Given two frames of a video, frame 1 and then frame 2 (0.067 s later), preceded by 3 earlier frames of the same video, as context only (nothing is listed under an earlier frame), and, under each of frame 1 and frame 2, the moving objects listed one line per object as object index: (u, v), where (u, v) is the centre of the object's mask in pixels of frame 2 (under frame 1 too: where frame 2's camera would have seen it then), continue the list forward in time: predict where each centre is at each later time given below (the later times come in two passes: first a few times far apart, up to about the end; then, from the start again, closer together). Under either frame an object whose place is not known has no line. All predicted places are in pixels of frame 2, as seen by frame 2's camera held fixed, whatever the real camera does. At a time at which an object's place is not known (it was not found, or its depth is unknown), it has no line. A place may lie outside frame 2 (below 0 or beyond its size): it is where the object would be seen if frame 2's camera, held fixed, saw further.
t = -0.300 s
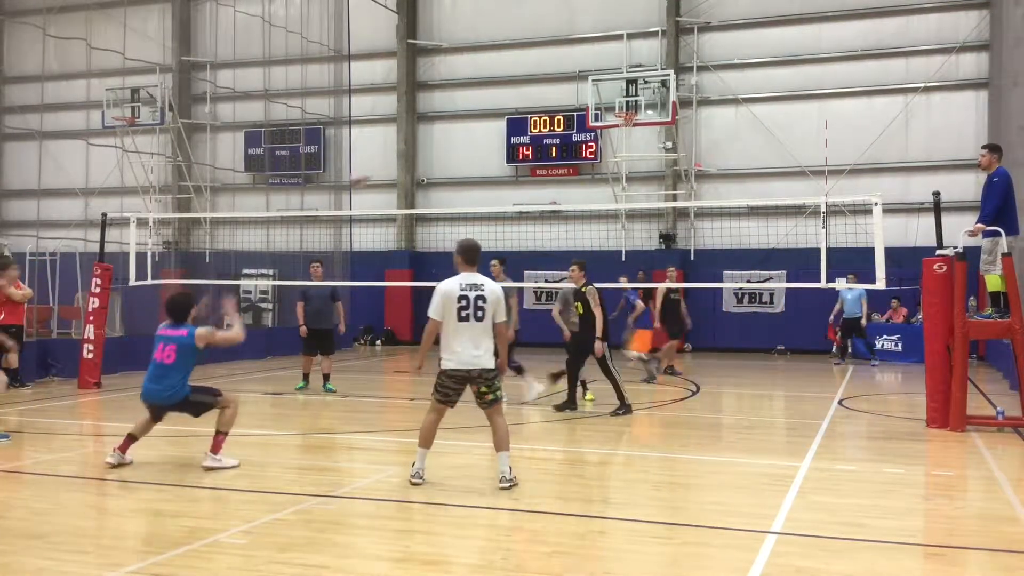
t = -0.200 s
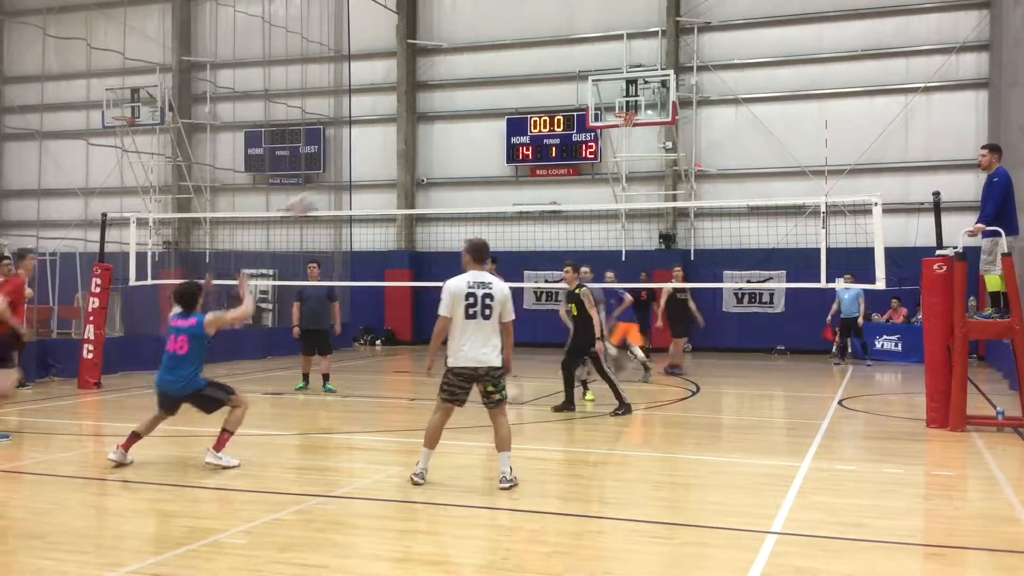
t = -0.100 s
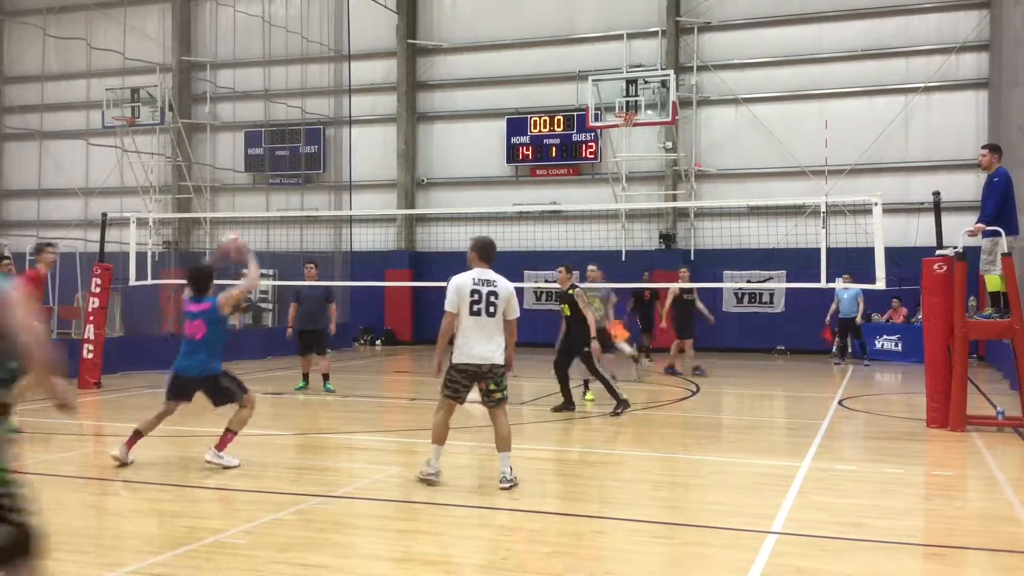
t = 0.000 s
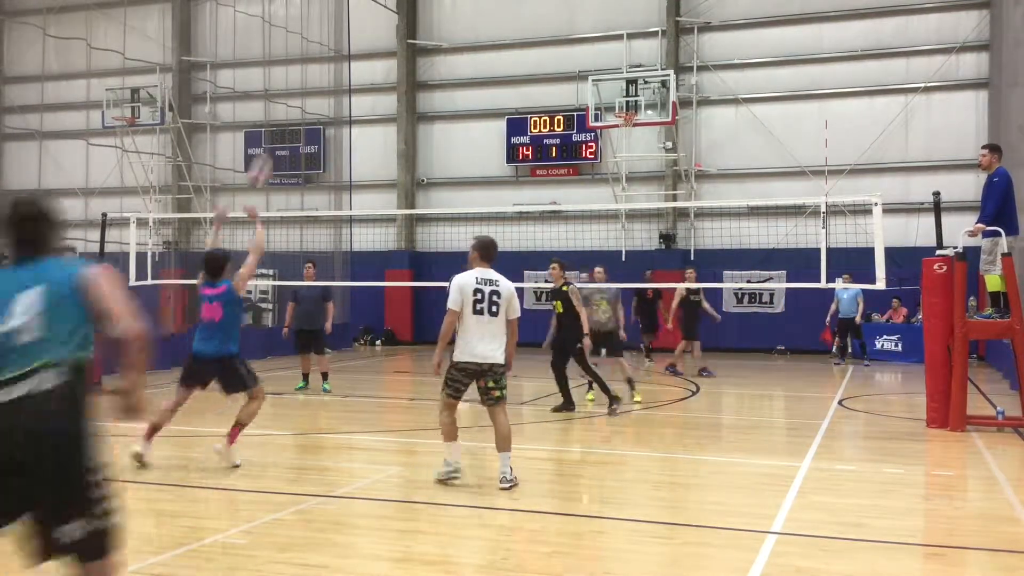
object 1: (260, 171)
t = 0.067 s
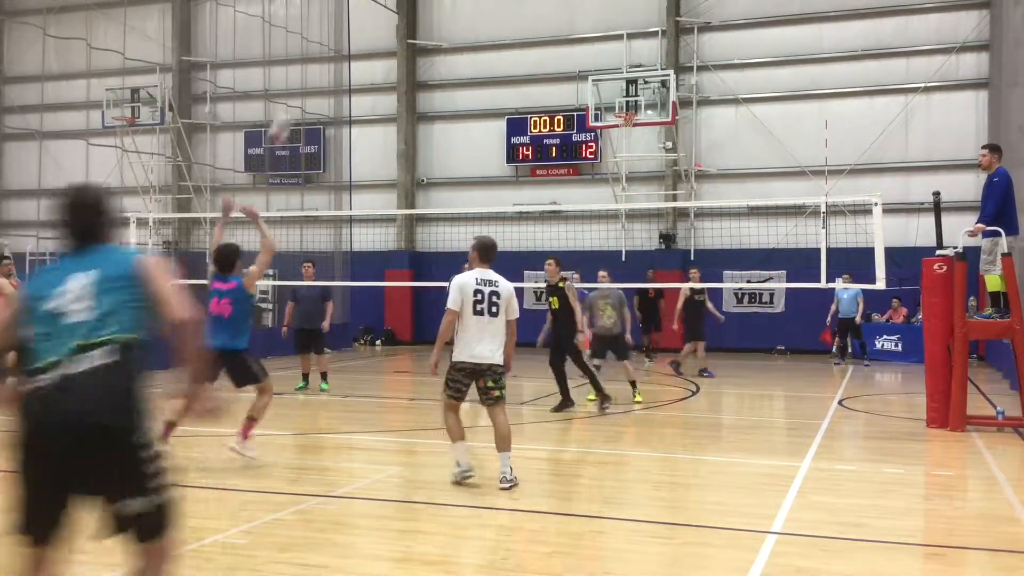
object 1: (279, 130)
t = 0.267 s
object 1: (333, 42)
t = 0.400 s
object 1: (366, 13)
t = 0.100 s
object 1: (291, 115)
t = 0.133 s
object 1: (299, 98)
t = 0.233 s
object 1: (325, 53)
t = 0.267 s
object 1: (333, 42)
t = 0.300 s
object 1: (343, 32)
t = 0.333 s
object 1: (350, 24)
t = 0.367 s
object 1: (358, 19)
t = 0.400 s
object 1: (366, 13)
